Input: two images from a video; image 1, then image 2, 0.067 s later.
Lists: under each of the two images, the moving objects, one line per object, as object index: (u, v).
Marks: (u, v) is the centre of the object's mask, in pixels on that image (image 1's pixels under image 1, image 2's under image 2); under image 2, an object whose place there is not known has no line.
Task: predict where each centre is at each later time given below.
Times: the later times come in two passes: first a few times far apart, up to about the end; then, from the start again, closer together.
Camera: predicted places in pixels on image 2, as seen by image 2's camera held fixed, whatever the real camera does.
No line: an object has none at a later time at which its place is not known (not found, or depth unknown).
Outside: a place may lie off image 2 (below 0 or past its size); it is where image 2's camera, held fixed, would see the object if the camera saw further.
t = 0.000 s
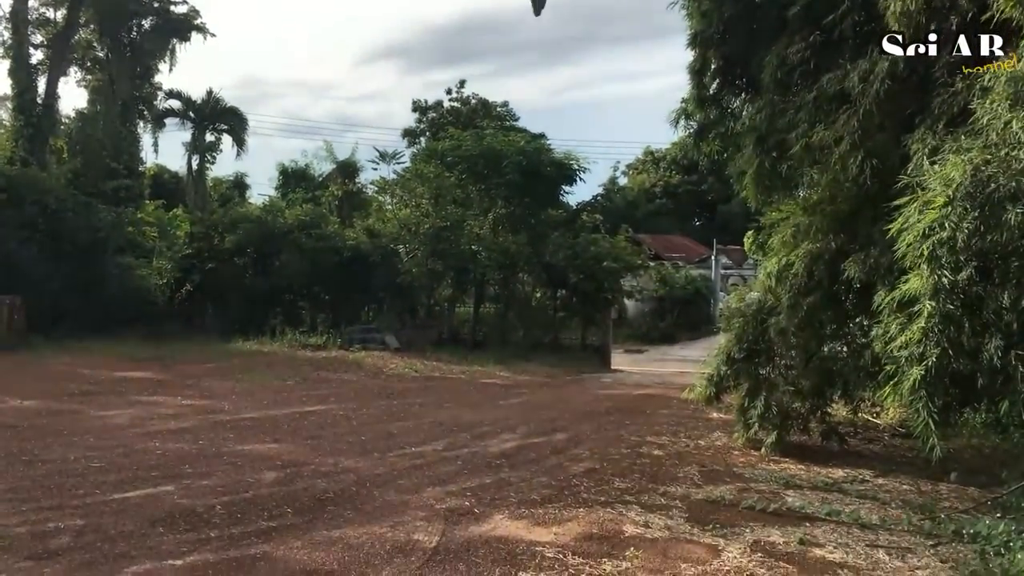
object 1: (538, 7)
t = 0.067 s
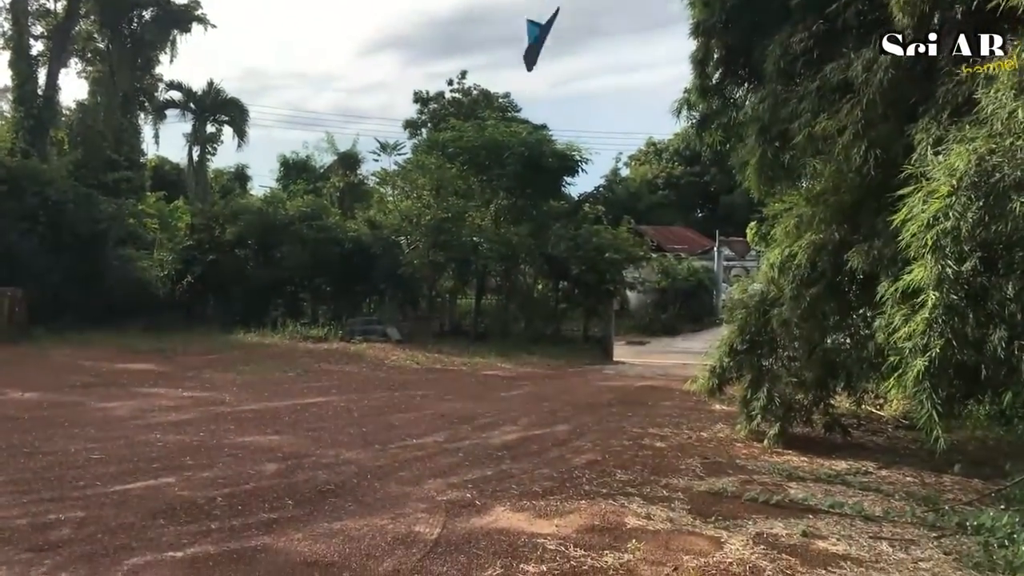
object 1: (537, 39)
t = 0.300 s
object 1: (498, 268)
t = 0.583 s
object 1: (447, 535)
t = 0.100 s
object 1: (532, 73)
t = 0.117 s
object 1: (529, 89)
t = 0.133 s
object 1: (527, 103)
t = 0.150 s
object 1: (526, 116)
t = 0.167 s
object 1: (523, 128)
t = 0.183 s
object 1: (515, 149)
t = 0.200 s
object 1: (513, 165)
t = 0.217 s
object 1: (511, 182)
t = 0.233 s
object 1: (510, 198)
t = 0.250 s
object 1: (508, 213)
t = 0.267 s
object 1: (503, 233)
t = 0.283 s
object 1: (501, 250)
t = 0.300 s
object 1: (498, 268)
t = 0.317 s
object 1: (496, 282)
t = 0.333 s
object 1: (493, 298)
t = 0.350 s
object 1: (491, 315)
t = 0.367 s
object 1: (489, 331)
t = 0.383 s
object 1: (487, 349)
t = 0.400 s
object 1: (484, 364)
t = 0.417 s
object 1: (483, 380)
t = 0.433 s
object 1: (479, 396)
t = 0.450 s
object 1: (476, 411)
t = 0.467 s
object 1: (473, 427)
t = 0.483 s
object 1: (469, 444)
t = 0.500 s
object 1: (466, 459)
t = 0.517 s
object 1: (462, 477)
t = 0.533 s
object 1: (459, 491)
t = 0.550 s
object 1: (455, 504)
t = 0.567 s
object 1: (451, 518)
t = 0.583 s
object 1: (447, 535)
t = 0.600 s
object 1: (444, 548)
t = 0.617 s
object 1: (439, 567)
